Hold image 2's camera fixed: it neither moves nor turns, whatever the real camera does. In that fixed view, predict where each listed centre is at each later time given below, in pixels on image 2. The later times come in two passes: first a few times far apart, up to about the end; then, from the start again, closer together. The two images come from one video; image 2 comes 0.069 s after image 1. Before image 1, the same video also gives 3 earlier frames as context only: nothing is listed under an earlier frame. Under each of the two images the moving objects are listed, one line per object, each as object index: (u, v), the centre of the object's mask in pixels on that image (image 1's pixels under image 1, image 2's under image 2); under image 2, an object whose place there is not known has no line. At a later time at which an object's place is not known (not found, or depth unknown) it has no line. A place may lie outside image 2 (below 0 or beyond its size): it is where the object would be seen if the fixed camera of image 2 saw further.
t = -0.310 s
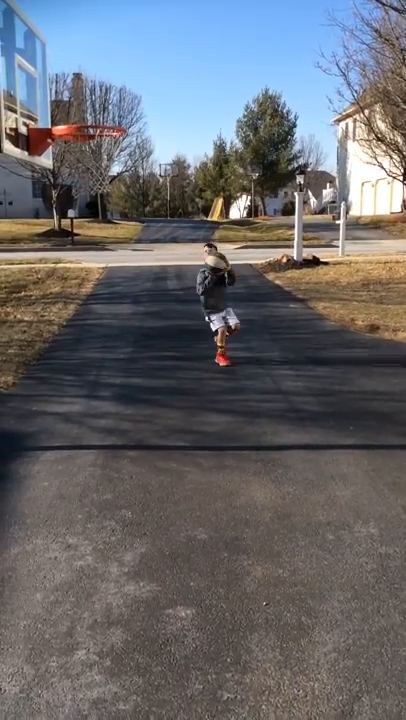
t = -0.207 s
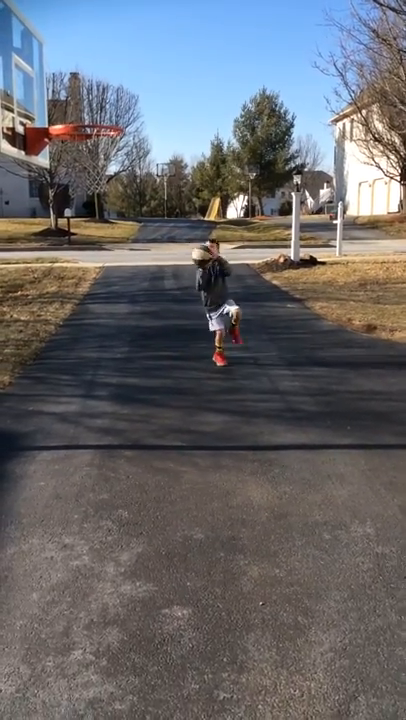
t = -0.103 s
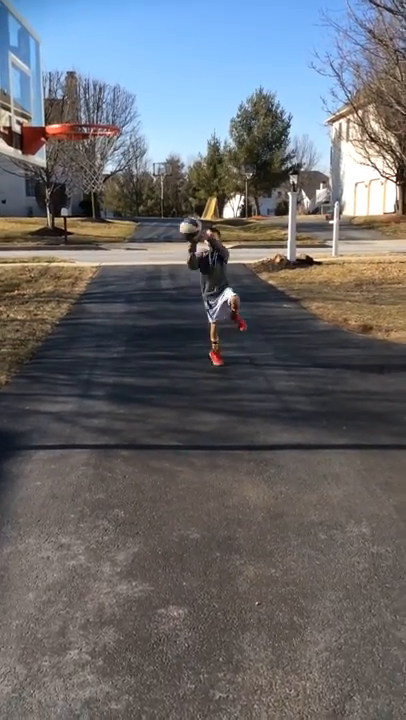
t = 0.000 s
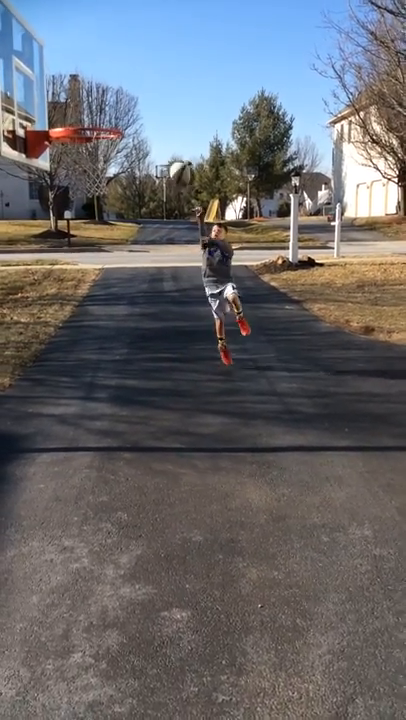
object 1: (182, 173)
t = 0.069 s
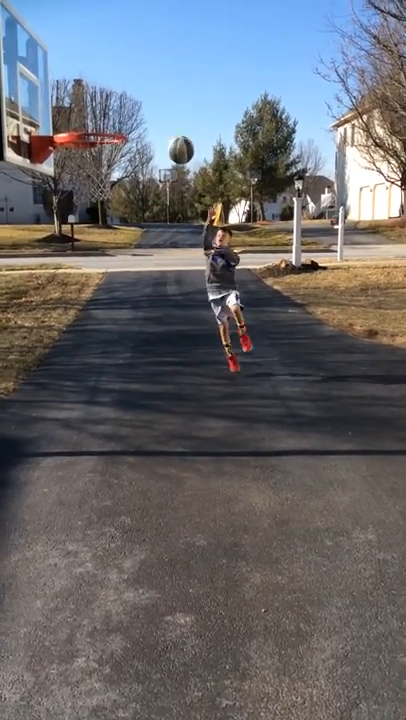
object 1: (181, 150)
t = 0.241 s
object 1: (166, 97)
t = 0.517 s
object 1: (138, 75)
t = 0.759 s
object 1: (100, 122)
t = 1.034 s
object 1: (77, 121)
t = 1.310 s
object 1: (83, 184)
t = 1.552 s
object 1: (95, 302)
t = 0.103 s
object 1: (177, 137)
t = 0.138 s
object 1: (175, 126)
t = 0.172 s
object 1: (172, 115)
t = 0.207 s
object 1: (169, 105)
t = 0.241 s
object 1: (166, 97)
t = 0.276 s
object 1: (163, 89)
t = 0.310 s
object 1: (159, 83)
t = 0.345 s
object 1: (156, 78)
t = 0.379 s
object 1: (152, 75)
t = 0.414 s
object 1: (149, 73)
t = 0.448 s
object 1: (145, 72)
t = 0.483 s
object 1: (142, 73)
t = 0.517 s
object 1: (138, 75)
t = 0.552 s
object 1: (134, 79)
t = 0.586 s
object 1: (130, 85)
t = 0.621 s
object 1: (126, 93)
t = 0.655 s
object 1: (121, 103)
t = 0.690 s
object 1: (118, 115)
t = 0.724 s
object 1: (111, 122)
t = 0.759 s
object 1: (100, 122)
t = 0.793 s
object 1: (89, 124)
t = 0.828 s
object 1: (81, 124)
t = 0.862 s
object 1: (75, 123)
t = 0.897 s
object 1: (69, 121)
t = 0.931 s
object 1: (70, 120)
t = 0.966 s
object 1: (71, 119)
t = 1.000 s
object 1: (76, 120)
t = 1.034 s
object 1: (77, 121)
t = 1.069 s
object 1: (79, 123)
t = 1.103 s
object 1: (80, 125)
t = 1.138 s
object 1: (80, 128)
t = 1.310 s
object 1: (83, 184)
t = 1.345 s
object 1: (88, 206)
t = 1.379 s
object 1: (90, 217)
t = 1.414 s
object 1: (93, 232)
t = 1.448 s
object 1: (93, 249)
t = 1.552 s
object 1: (95, 302)
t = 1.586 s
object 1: (96, 321)
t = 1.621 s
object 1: (98, 341)
